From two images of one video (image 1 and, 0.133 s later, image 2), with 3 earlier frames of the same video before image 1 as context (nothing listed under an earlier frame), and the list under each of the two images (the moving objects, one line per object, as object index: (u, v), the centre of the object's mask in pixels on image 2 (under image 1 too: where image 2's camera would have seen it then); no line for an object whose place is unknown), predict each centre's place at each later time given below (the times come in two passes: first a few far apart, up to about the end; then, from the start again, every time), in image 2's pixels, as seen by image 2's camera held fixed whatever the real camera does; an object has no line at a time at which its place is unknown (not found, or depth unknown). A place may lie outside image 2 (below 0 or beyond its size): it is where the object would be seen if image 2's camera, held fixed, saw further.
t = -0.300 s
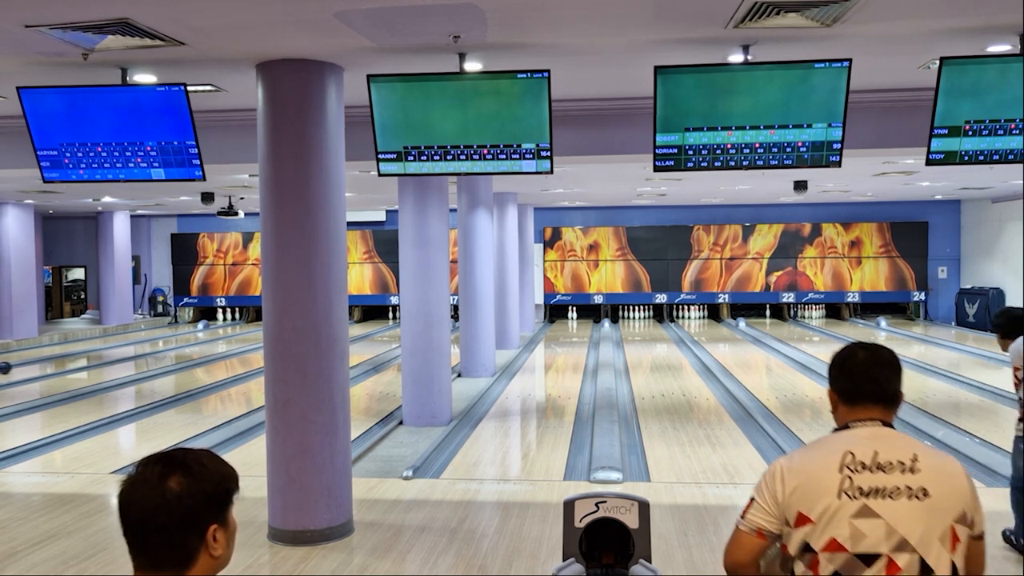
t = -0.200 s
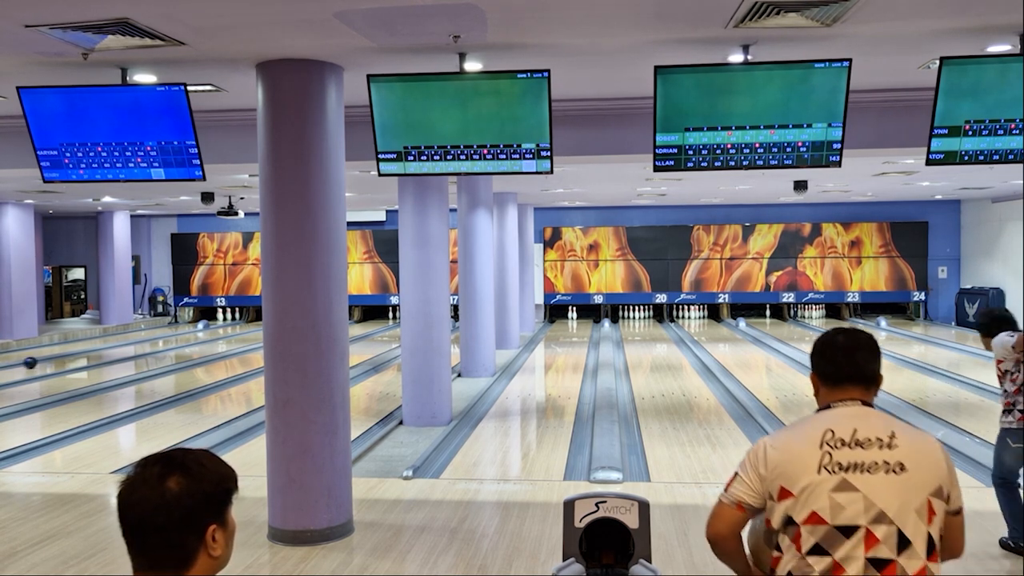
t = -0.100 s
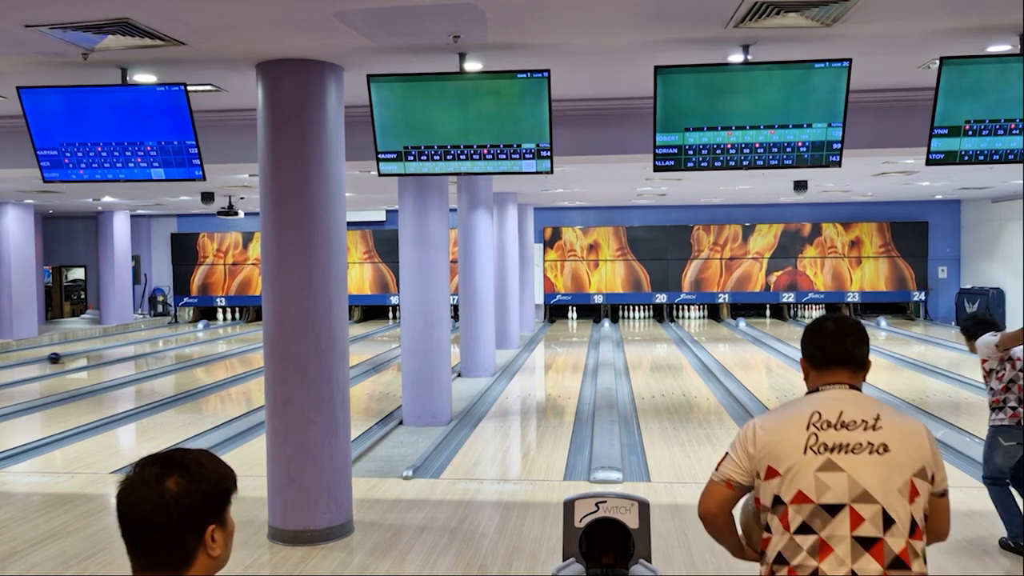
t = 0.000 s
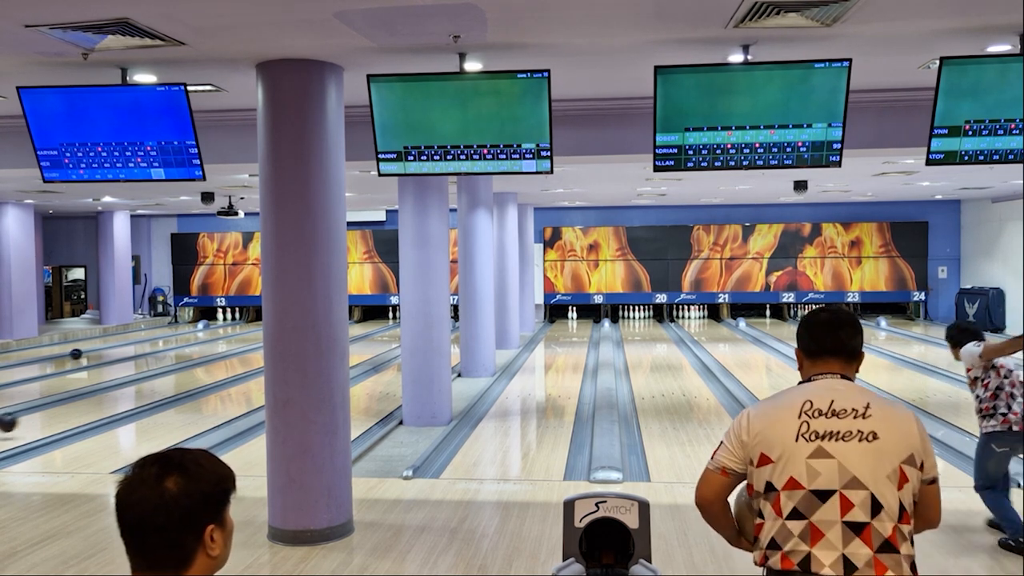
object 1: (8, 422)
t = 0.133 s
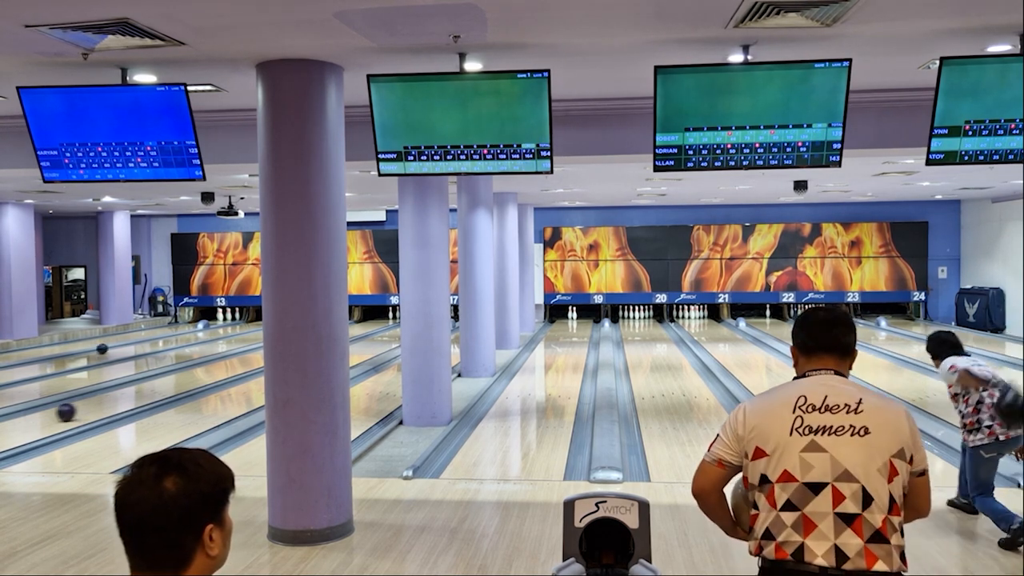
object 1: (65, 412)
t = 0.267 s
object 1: (114, 398)
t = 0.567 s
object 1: (196, 374)
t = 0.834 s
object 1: (248, 359)
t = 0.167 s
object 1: (78, 408)
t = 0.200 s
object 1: (91, 405)
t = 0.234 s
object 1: (103, 401)
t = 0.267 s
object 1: (114, 398)
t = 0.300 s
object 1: (124, 395)
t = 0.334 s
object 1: (135, 392)
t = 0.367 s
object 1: (145, 389)
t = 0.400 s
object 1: (154, 387)
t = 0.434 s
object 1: (163, 384)
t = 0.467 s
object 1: (172, 382)
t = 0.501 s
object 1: (180, 379)
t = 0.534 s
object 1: (188, 377)
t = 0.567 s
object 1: (196, 374)
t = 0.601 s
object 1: (204, 372)
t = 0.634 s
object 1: (211, 370)
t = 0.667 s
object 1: (217, 368)
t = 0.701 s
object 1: (224, 366)
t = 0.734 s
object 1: (231, 364)
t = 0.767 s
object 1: (236, 363)
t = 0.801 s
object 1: (243, 361)
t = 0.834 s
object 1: (248, 359)
